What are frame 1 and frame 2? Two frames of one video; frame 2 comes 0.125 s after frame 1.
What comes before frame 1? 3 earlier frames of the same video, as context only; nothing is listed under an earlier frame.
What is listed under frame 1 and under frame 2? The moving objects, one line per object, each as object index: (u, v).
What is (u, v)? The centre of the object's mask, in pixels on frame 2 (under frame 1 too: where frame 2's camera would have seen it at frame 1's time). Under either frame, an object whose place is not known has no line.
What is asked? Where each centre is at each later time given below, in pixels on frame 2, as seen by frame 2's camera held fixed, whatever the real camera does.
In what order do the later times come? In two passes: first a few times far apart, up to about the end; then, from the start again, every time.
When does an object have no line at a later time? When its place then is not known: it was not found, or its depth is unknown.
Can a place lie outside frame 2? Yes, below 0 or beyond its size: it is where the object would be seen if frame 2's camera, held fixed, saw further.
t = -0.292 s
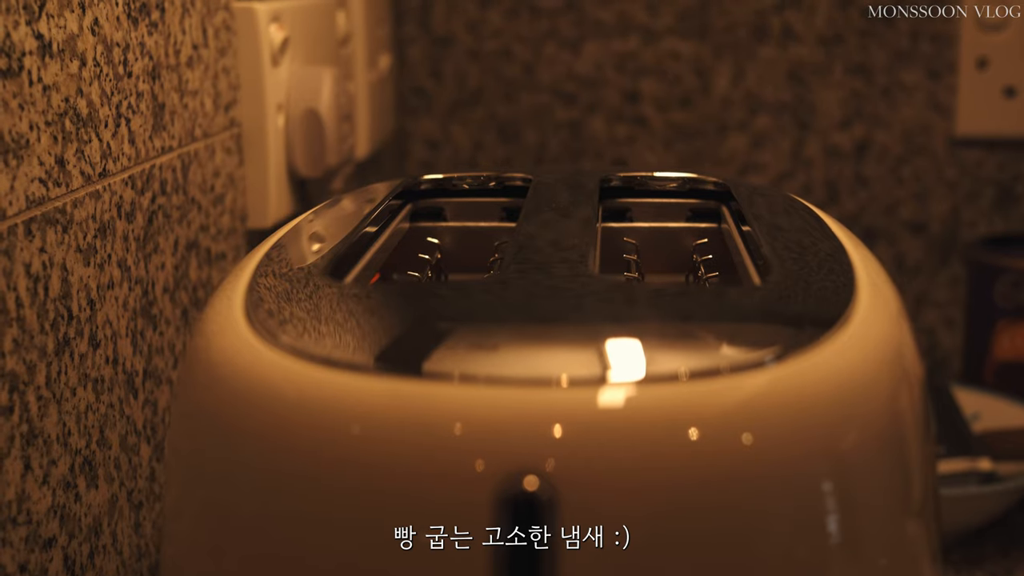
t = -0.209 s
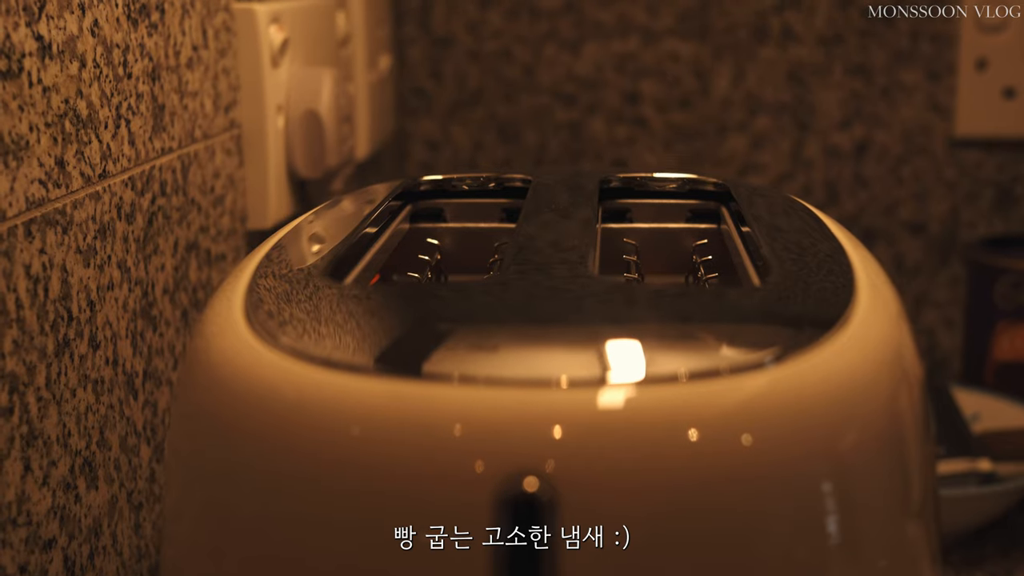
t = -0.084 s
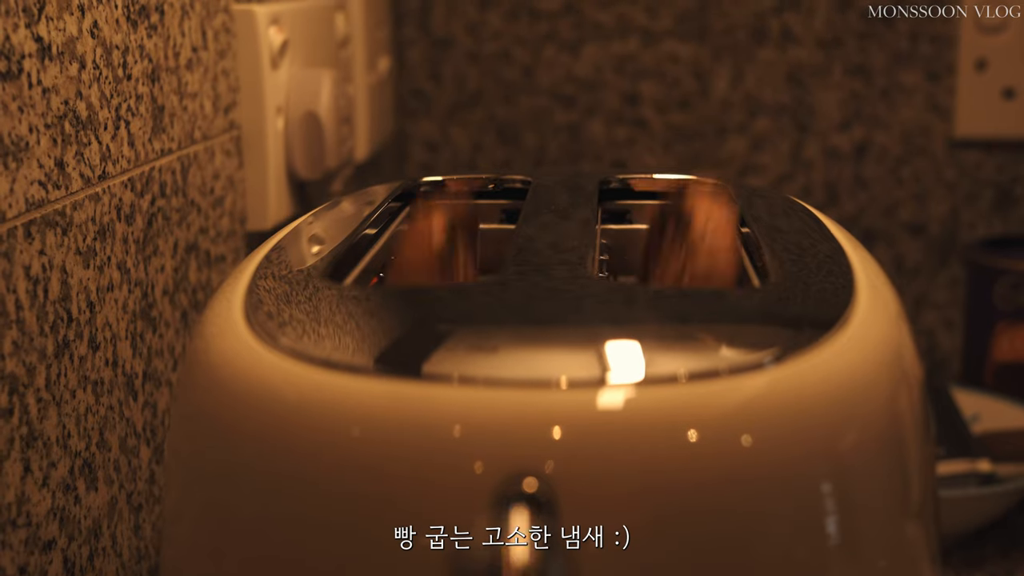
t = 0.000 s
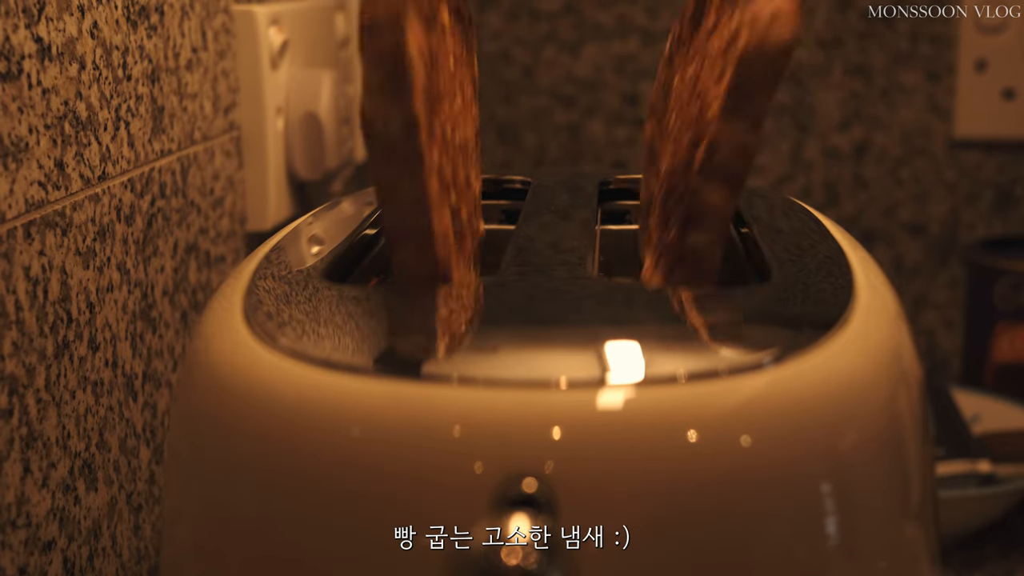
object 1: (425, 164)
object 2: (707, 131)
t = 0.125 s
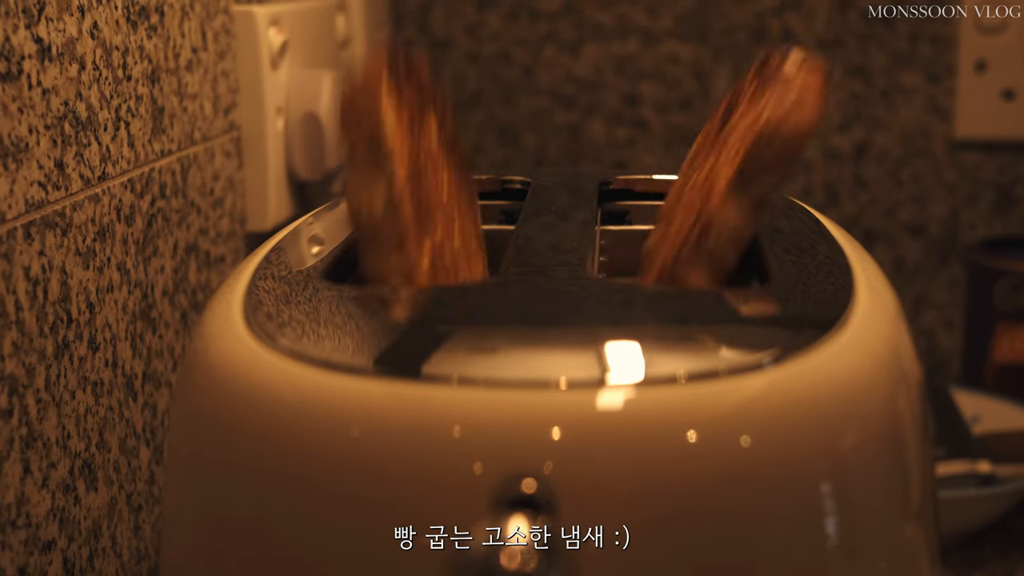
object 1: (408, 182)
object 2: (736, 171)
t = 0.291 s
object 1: (449, 229)
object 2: (675, 212)
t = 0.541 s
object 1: (467, 234)
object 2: (687, 215)
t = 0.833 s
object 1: (467, 234)
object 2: (688, 215)
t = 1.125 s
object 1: (467, 235)
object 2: (688, 215)
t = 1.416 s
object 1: (467, 235)
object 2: (688, 215)
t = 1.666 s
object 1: (467, 234)
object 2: (688, 215)
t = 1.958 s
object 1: (467, 234)
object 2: (689, 215)
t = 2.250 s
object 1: (467, 234)
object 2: (689, 215)
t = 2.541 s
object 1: (467, 235)
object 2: (690, 215)
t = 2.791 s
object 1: (467, 235)
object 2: (691, 215)
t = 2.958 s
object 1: (467, 234)
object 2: (692, 215)
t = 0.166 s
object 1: (379, 198)
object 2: (697, 214)
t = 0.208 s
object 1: (398, 209)
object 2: (685, 210)
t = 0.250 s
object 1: (431, 232)
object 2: (681, 203)
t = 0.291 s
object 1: (449, 229)
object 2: (675, 212)
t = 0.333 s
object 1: (467, 234)
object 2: (676, 215)
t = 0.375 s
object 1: (464, 234)
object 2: (674, 217)
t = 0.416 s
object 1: (466, 234)
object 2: (678, 216)
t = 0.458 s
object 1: (466, 234)
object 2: (682, 216)
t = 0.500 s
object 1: (467, 234)
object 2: (685, 216)
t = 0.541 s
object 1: (467, 234)
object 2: (687, 215)
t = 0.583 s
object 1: (467, 235)
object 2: (689, 215)
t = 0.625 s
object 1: (467, 235)
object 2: (689, 215)
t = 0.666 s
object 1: (467, 235)
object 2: (688, 215)
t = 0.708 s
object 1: (467, 234)
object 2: (688, 215)
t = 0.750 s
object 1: (467, 234)
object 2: (688, 215)
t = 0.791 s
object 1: (467, 234)
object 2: (687, 215)
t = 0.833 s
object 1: (467, 234)
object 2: (688, 215)
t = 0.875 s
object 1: (467, 234)
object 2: (688, 215)
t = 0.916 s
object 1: (467, 234)
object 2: (688, 215)
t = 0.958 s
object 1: (467, 234)
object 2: (688, 215)
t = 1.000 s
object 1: (467, 234)
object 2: (688, 215)
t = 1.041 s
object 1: (467, 235)
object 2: (688, 215)
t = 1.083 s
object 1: (467, 235)
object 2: (688, 215)
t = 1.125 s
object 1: (467, 235)
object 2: (688, 215)
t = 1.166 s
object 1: (467, 235)
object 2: (688, 215)
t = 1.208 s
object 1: (467, 235)
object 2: (688, 215)
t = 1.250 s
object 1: (467, 235)
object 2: (688, 215)
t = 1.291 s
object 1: (467, 235)
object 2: (688, 215)
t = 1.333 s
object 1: (467, 235)
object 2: (688, 215)
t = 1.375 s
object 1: (467, 235)
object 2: (688, 215)
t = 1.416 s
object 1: (467, 235)
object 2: (688, 215)
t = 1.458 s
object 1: (467, 235)
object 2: (688, 215)
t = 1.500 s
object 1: (467, 235)
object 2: (688, 215)
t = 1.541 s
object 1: (467, 235)
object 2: (688, 215)
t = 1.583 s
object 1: (467, 235)
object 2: (688, 215)
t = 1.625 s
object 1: (467, 235)
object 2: (688, 215)
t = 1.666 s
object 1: (467, 234)
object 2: (688, 215)
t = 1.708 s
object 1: (467, 235)
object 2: (688, 215)
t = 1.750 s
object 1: (467, 234)
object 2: (688, 215)
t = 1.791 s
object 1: (467, 235)
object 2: (688, 215)
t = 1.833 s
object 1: (467, 234)
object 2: (688, 215)
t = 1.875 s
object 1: (467, 234)
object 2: (689, 215)
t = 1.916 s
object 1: (467, 234)
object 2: (689, 215)
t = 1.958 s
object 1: (467, 234)
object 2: (689, 215)
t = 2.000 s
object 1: (467, 234)
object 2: (689, 215)
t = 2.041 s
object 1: (467, 234)
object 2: (689, 215)
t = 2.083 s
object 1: (467, 234)
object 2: (689, 215)
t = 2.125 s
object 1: (467, 235)
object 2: (689, 215)
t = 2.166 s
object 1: (467, 234)
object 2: (689, 215)
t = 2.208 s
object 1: (467, 234)
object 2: (689, 215)
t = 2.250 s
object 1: (467, 234)
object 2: (689, 215)
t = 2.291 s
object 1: (467, 234)
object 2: (689, 215)
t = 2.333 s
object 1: (467, 234)
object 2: (690, 215)
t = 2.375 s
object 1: (467, 234)
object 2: (690, 215)
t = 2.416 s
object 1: (467, 235)
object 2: (689, 214)
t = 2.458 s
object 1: (467, 235)
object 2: (690, 215)
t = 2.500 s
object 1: (467, 235)
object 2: (690, 215)
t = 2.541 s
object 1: (467, 235)
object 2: (690, 215)
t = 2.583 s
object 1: (467, 235)
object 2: (690, 215)
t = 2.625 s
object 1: (467, 235)
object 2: (690, 215)
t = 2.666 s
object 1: (467, 235)
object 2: (690, 215)
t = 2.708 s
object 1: (467, 235)
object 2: (690, 215)
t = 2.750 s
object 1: (467, 235)
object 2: (690, 214)
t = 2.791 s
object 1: (467, 235)
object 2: (691, 215)
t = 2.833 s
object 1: (467, 235)
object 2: (691, 215)
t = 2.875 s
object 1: (467, 234)
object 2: (691, 215)
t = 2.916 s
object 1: (467, 234)
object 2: (691, 214)
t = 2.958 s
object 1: (467, 234)
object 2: (692, 215)
